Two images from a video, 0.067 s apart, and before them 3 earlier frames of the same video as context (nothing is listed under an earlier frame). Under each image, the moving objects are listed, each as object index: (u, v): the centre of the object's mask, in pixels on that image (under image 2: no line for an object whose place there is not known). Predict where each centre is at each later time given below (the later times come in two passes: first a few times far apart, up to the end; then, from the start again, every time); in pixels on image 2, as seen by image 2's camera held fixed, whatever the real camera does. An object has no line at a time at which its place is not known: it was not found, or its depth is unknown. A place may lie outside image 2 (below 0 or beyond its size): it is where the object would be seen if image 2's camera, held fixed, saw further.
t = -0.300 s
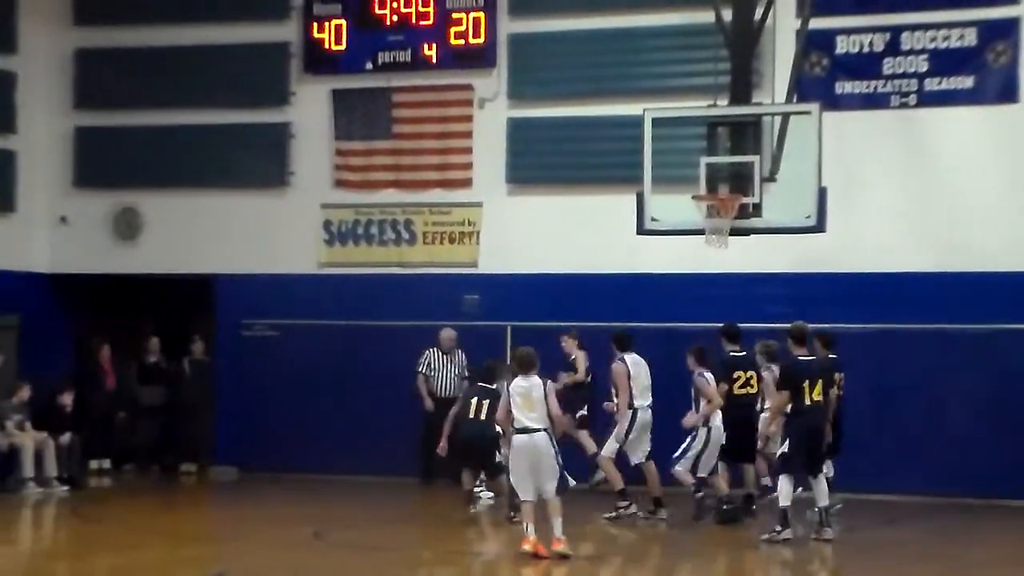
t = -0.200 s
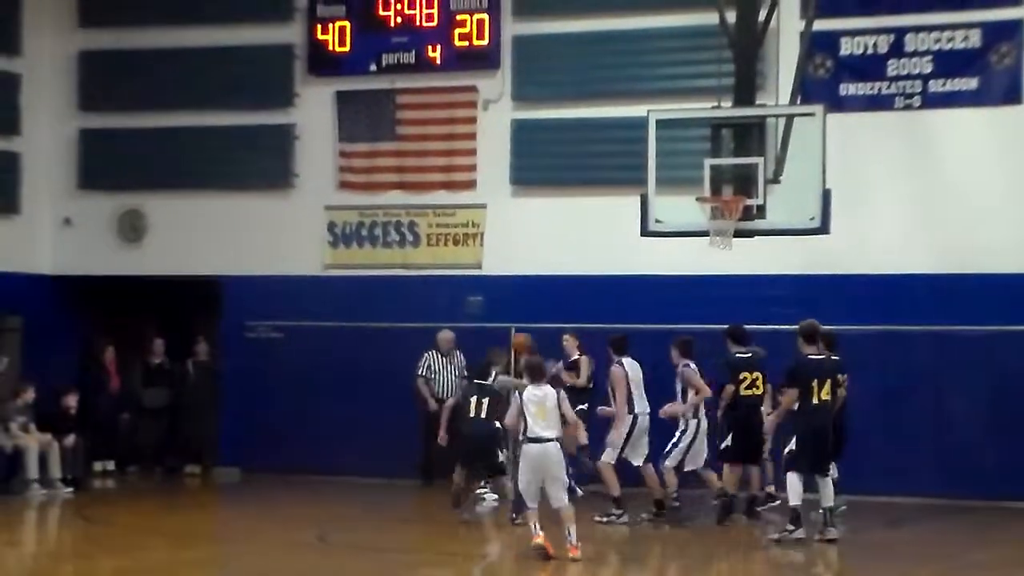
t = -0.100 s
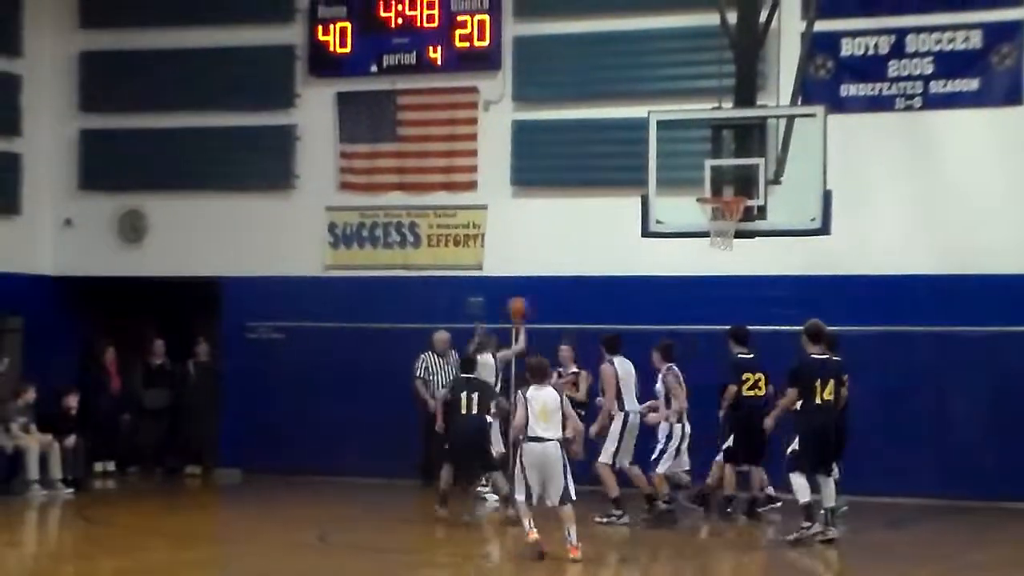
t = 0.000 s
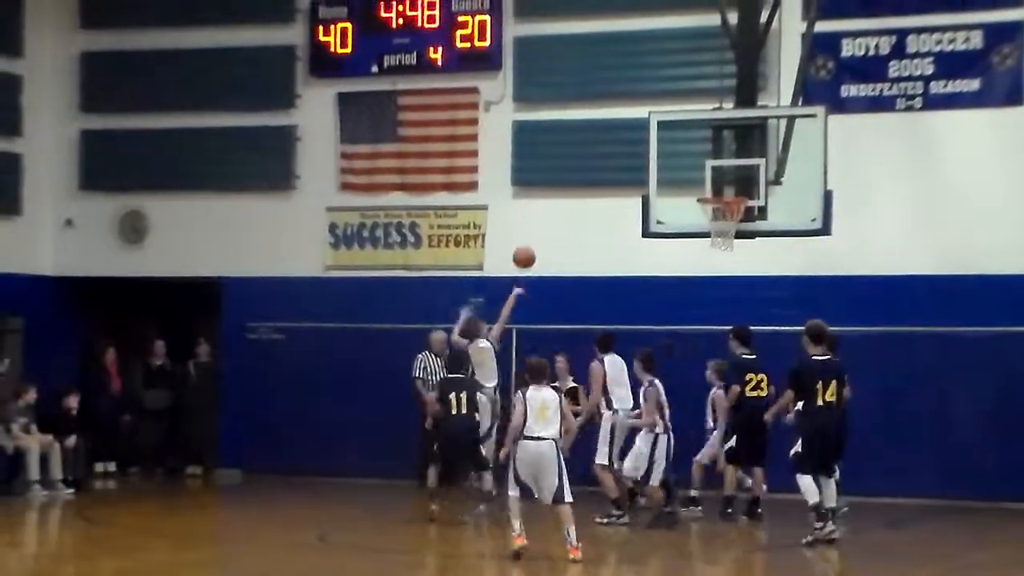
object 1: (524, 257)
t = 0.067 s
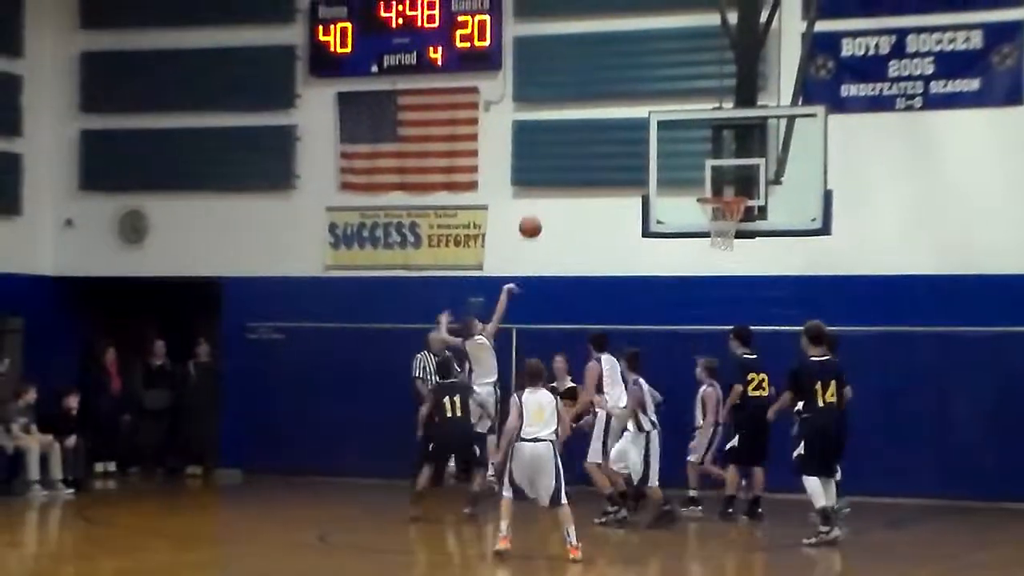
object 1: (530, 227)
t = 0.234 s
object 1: (545, 166)
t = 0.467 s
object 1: (565, 130)
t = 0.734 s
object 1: (587, 145)
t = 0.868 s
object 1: (600, 182)
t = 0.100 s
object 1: (533, 213)
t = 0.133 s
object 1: (536, 201)
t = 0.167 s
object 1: (539, 188)
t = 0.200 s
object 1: (542, 177)
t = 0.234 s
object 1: (545, 166)
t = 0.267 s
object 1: (548, 157)
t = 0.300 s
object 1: (550, 149)
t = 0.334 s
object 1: (552, 141)
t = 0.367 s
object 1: (555, 137)
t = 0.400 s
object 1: (559, 133)
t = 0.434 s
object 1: (563, 131)
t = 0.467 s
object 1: (565, 130)
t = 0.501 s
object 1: (567, 128)
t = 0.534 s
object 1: (570, 128)
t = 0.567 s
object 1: (574, 128)
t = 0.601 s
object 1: (576, 130)
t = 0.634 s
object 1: (579, 131)
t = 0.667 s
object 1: (581, 134)
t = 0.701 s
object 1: (584, 139)
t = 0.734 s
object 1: (587, 145)
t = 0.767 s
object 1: (591, 153)
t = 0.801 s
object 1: (594, 159)
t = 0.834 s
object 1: (597, 170)
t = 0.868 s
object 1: (600, 182)
